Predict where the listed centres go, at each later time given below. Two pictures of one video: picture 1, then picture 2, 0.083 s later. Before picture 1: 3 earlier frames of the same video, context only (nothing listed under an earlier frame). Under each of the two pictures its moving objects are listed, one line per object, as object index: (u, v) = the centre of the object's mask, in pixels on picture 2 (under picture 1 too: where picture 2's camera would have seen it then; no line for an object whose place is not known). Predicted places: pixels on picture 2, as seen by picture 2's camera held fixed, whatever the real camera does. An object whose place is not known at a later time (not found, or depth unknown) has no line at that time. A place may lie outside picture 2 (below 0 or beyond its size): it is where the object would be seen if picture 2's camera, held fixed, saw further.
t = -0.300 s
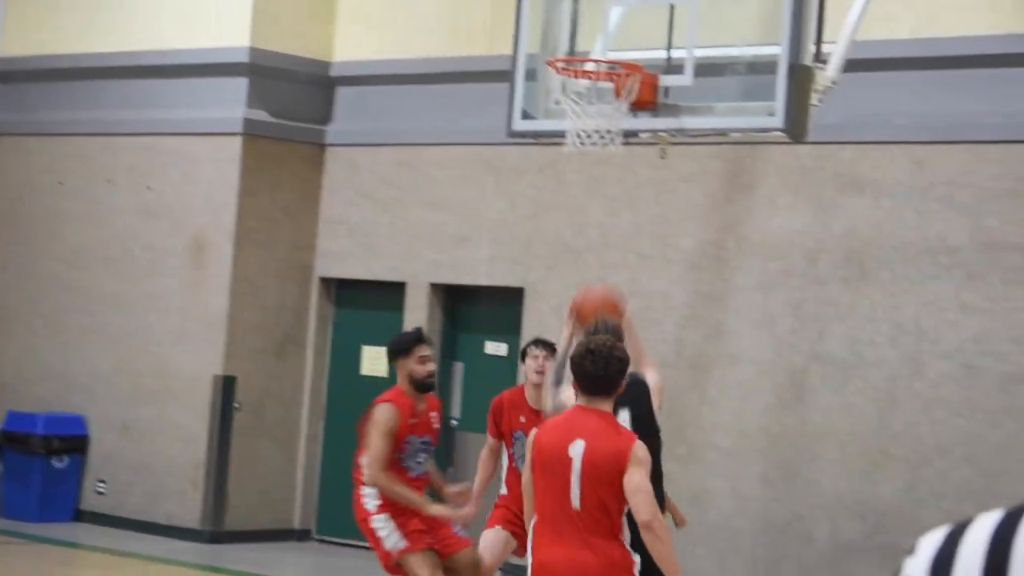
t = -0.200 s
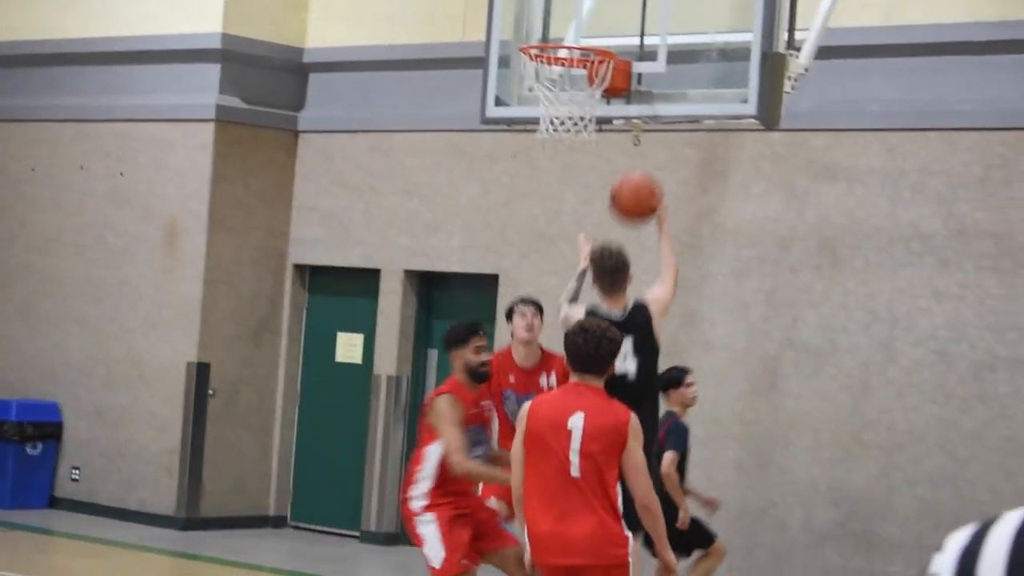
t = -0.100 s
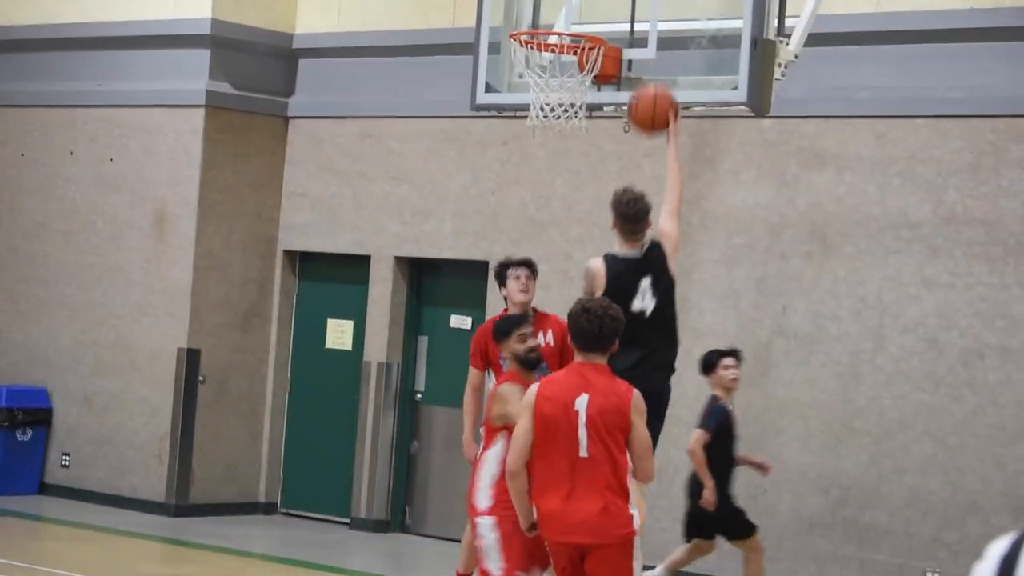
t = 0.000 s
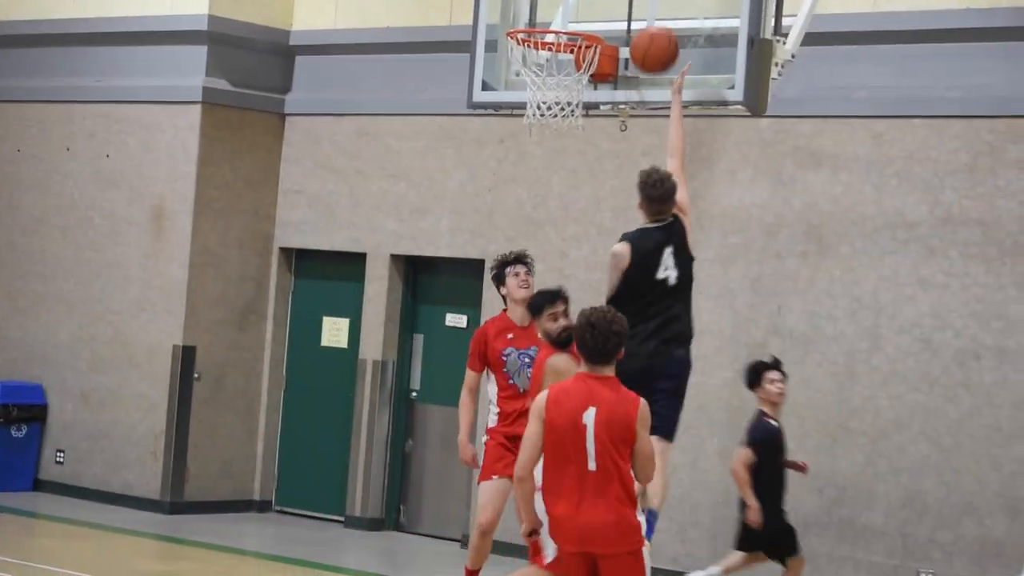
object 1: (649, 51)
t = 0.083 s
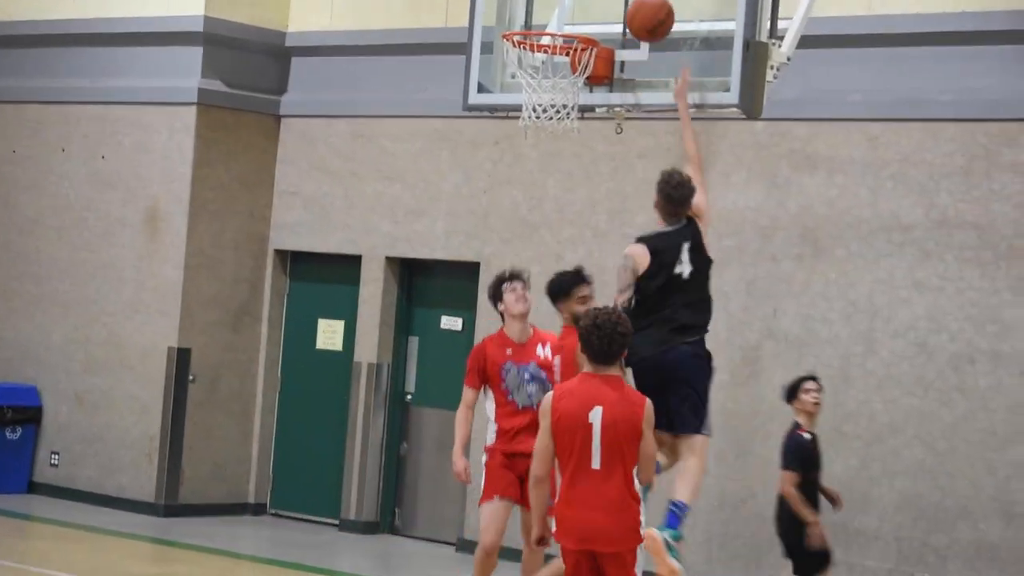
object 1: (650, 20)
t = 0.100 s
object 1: (651, 17)
